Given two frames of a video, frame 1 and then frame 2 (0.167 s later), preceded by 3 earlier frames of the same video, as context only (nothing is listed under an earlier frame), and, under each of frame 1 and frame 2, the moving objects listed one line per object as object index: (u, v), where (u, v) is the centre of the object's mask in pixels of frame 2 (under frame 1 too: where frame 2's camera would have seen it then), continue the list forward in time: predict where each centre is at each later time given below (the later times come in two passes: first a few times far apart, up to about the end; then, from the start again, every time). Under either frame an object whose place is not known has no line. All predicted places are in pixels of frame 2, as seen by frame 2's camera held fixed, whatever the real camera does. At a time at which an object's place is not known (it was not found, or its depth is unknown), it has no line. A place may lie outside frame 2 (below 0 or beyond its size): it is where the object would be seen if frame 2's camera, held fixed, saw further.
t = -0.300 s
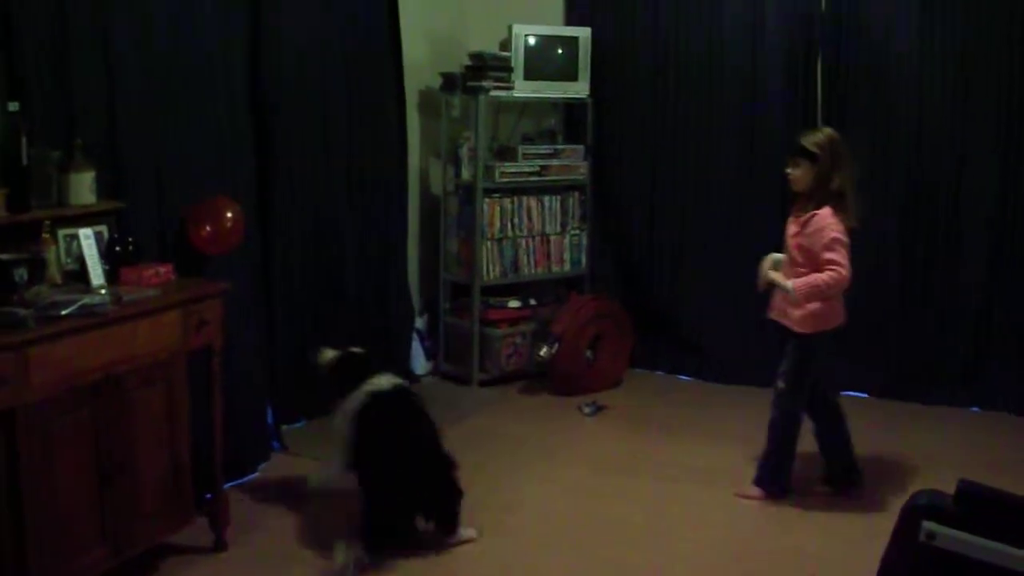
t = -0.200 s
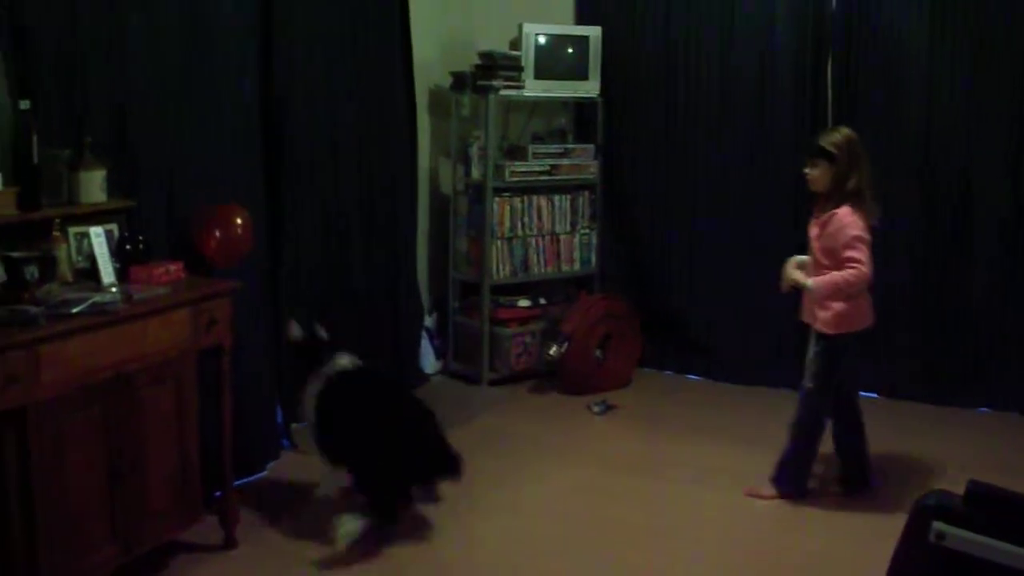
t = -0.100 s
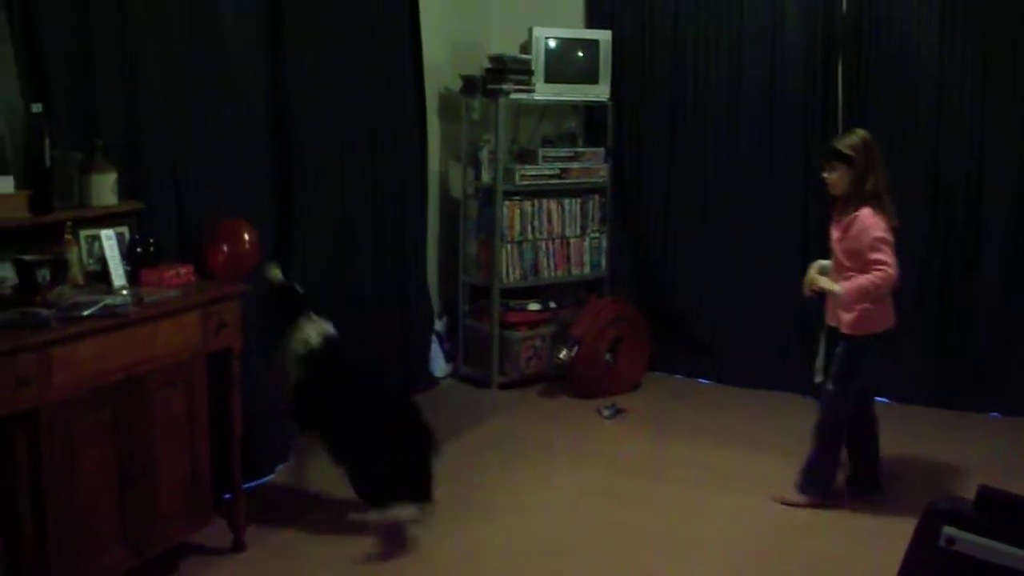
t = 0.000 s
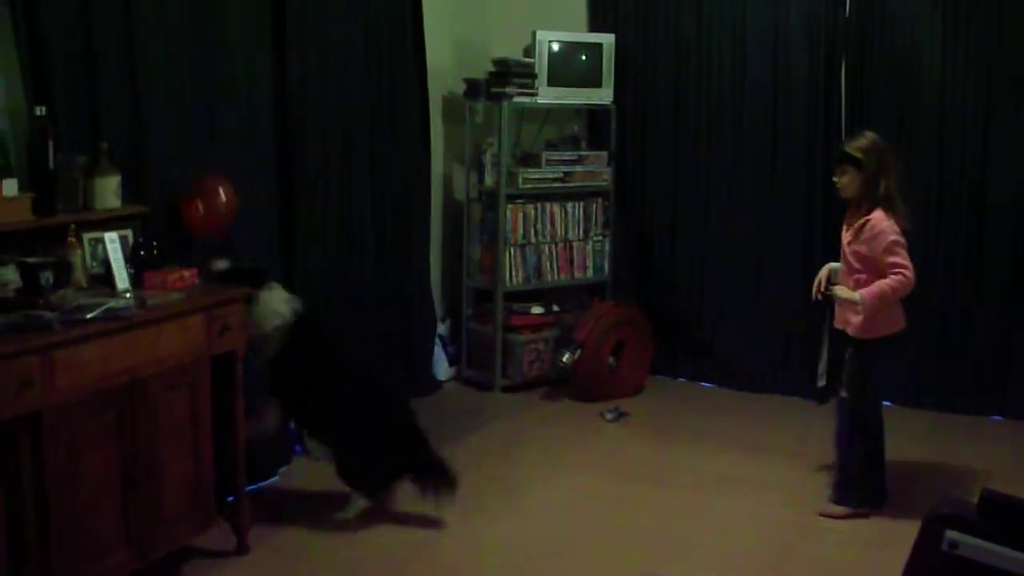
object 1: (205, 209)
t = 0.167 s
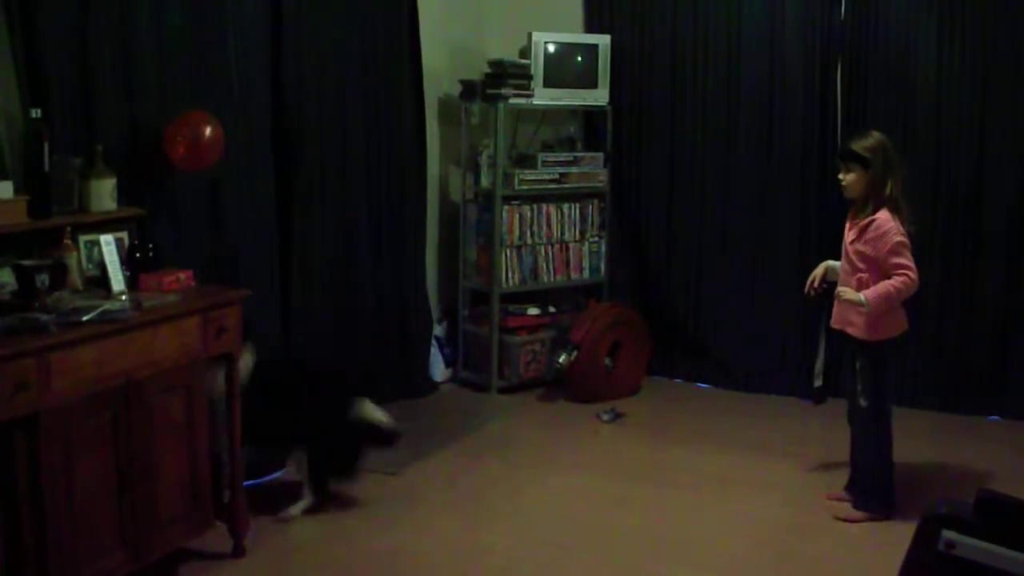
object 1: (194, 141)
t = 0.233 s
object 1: (197, 126)
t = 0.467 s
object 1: (203, 112)
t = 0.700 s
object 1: (202, 134)
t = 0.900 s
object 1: (201, 173)
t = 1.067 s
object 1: (199, 219)
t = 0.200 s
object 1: (195, 132)
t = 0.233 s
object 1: (197, 126)
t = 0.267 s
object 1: (198, 119)
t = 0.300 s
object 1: (199, 116)
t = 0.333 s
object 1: (200, 113)
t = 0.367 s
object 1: (201, 112)
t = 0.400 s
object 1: (201, 111)
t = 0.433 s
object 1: (202, 111)
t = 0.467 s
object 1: (203, 112)
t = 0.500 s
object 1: (203, 113)
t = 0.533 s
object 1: (203, 115)
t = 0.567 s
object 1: (203, 117)
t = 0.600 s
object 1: (203, 120)
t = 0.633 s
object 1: (203, 124)
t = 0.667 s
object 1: (202, 129)
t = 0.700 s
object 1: (202, 134)
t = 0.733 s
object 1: (202, 138)
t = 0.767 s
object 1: (201, 144)
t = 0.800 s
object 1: (202, 150)
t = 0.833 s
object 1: (201, 157)
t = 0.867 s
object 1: (201, 165)
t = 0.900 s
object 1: (201, 173)
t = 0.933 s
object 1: (201, 181)
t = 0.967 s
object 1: (200, 189)
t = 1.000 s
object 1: (199, 199)
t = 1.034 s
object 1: (200, 209)
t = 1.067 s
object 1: (199, 219)
